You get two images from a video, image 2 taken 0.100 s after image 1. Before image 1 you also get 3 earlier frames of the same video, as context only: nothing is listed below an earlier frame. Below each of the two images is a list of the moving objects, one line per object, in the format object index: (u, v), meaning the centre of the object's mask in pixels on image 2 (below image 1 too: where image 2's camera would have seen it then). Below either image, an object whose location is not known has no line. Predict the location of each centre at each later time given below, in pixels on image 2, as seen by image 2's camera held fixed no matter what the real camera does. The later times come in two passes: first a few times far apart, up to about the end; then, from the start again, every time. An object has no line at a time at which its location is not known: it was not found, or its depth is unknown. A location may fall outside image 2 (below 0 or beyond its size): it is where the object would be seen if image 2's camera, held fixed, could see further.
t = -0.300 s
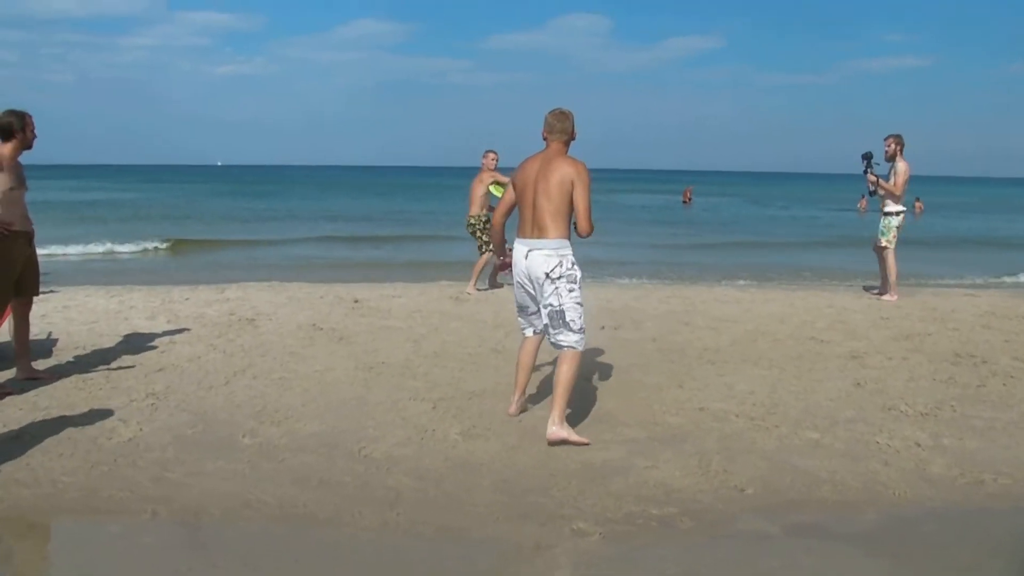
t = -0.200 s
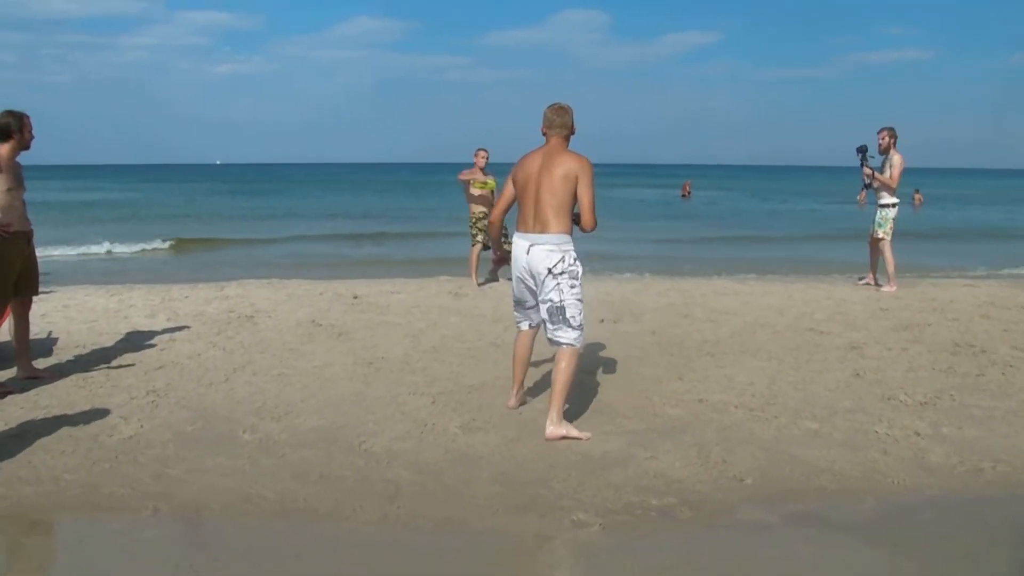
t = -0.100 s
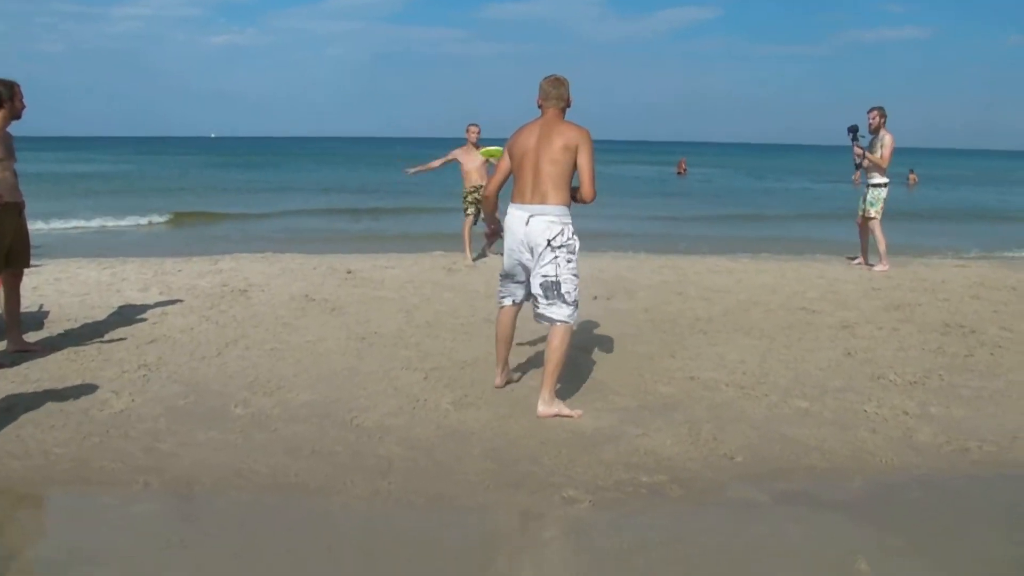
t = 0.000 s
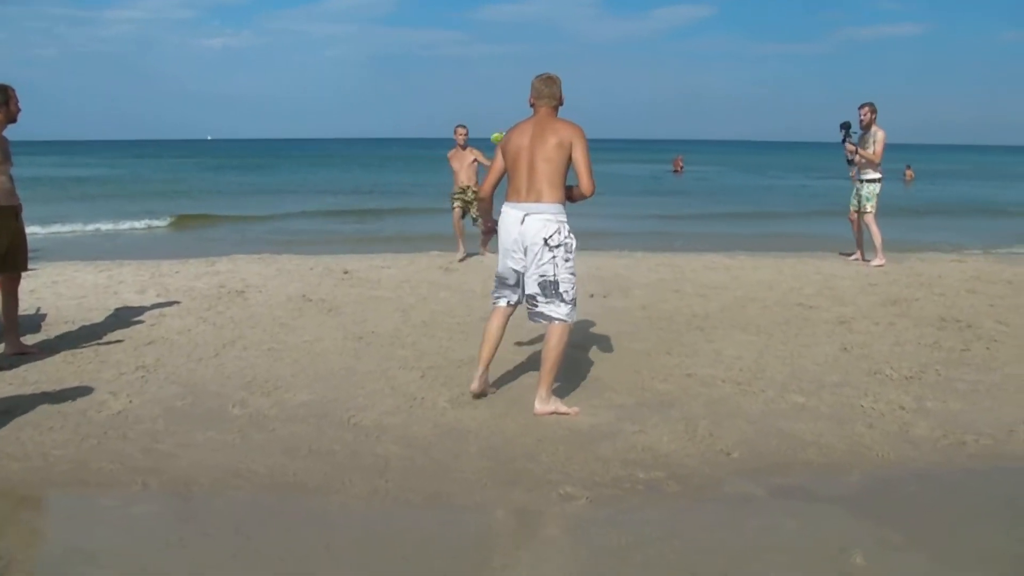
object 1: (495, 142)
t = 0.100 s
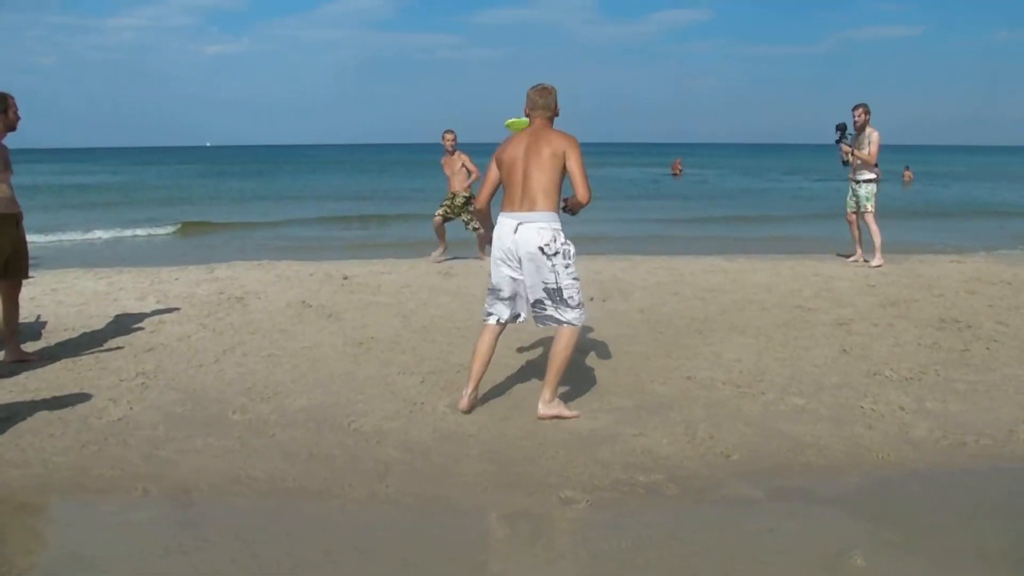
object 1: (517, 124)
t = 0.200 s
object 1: (527, 102)
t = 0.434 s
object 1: (580, 57)
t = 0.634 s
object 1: (617, 30)
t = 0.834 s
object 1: (654, 32)
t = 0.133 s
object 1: (518, 118)
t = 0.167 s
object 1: (522, 110)
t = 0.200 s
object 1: (527, 102)
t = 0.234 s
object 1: (542, 94)
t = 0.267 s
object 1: (550, 88)
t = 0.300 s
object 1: (555, 82)
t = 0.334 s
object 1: (561, 75)
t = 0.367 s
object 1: (567, 68)
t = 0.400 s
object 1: (573, 62)
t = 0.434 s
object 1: (580, 57)
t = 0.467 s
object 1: (585, 52)
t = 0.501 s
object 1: (591, 47)
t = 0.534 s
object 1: (598, 42)
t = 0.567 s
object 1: (604, 38)
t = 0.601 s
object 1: (610, 34)
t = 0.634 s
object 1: (617, 30)
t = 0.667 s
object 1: (622, 27)
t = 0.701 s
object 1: (628, 26)
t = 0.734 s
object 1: (634, 25)
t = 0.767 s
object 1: (641, 26)
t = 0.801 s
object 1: (648, 28)
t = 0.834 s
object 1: (654, 32)
